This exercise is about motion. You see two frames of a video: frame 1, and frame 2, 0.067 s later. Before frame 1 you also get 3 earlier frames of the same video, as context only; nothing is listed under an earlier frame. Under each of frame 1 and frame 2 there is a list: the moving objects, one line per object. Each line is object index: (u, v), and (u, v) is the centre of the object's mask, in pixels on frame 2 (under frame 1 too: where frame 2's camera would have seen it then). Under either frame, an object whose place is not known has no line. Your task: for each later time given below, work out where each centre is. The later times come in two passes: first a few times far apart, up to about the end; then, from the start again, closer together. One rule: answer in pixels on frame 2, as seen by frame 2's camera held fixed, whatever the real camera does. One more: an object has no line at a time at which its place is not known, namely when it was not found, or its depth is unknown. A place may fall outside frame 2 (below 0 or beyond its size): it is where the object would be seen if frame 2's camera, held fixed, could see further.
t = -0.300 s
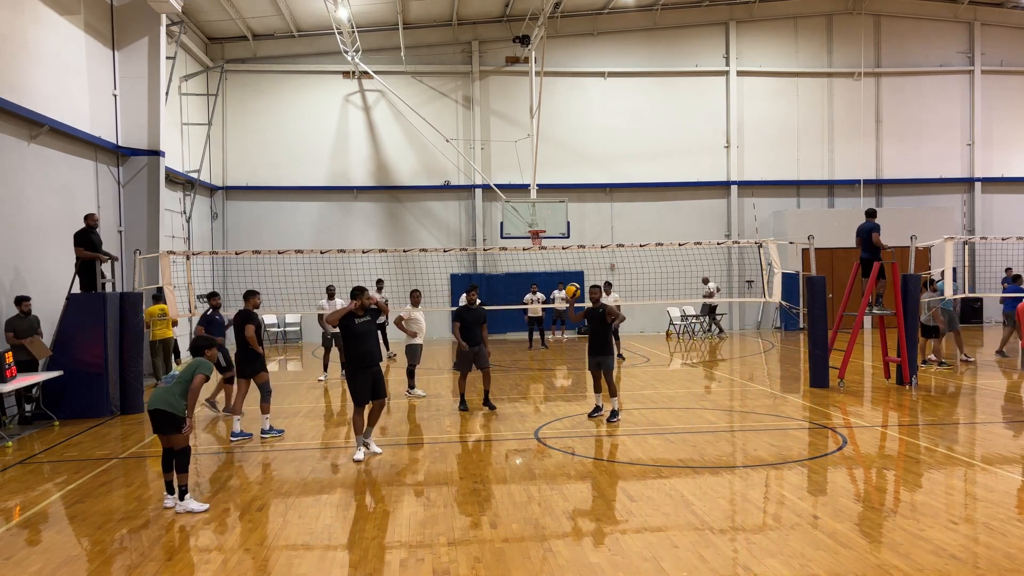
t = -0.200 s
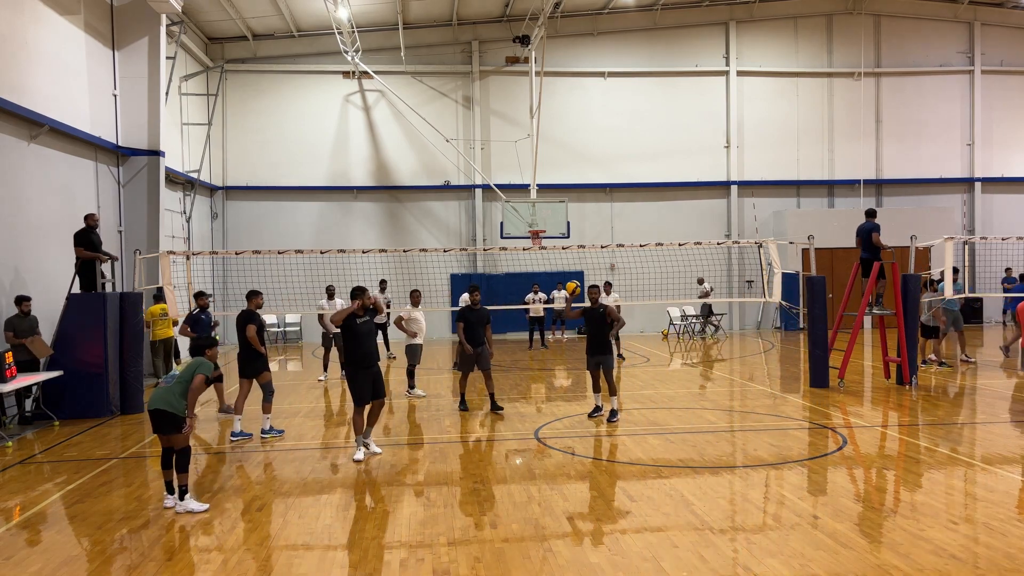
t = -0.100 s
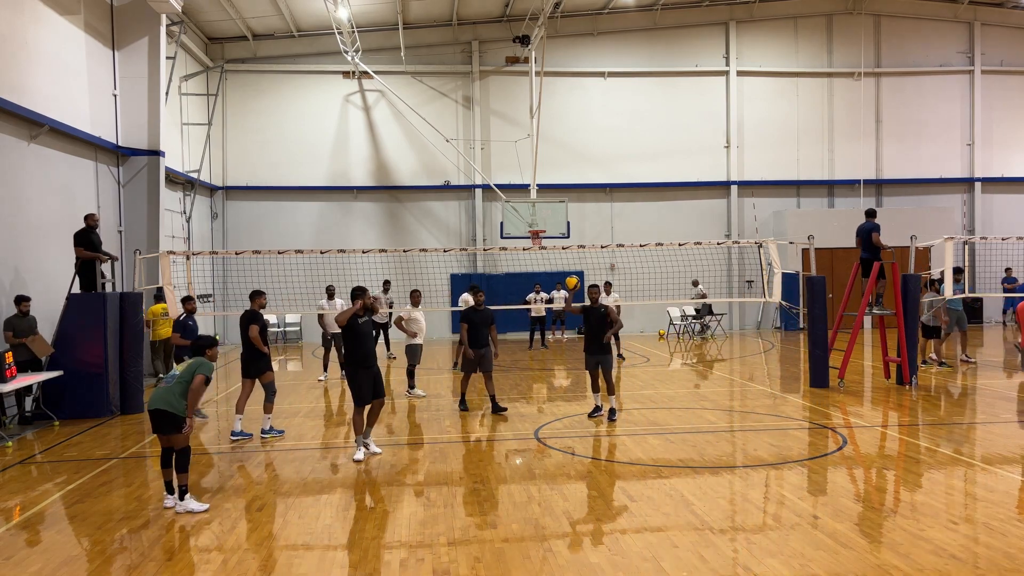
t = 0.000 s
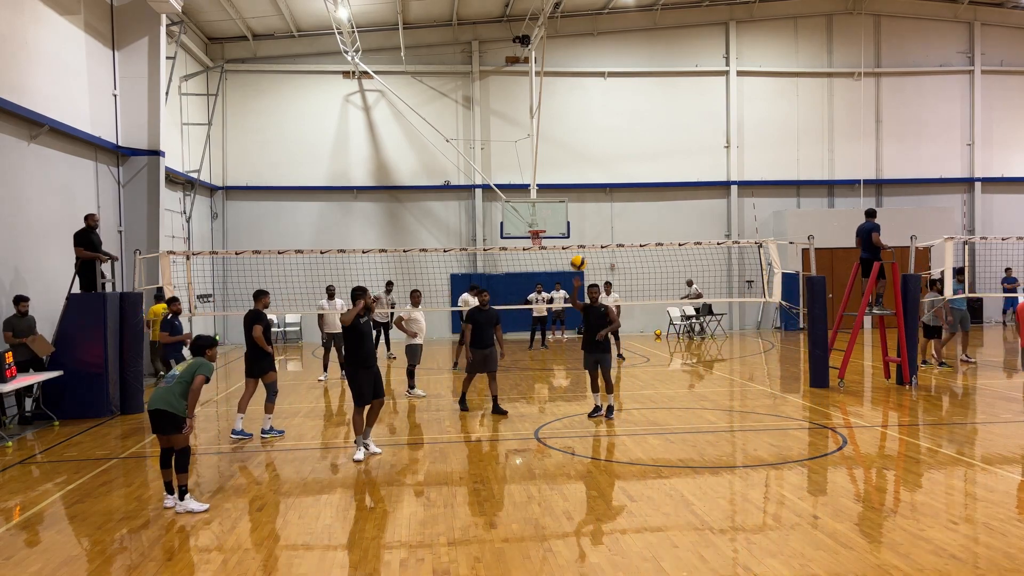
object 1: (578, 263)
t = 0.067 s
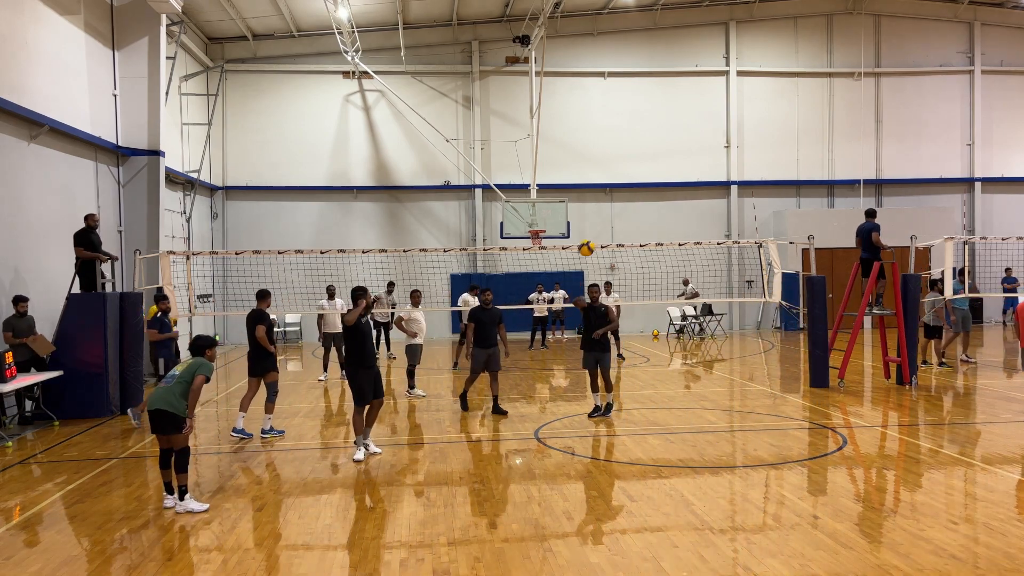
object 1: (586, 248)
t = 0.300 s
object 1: (620, 215)
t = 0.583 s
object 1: (680, 237)
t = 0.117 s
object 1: (592, 238)
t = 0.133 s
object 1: (595, 235)
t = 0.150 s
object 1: (597, 233)
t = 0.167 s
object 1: (600, 230)
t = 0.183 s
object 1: (602, 227)
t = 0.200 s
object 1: (605, 225)
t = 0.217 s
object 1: (608, 223)
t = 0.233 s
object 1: (610, 221)
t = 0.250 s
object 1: (613, 219)
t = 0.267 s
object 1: (615, 218)
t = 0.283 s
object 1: (618, 216)
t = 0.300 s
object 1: (620, 215)
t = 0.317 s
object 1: (623, 214)
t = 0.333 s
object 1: (626, 214)
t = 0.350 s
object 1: (629, 213)
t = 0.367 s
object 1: (632, 213)
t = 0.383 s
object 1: (635, 213)
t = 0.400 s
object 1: (638, 213)
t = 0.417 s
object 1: (641, 214)
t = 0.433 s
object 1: (645, 215)
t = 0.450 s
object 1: (648, 216)
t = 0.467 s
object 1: (652, 218)
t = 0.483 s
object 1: (656, 219)
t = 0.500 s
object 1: (659, 221)
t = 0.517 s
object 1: (663, 224)
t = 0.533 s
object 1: (667, 226)
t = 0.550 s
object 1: (672, 230)
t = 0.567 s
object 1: (676, 233)
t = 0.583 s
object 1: (680, 237)
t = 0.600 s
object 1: (685, 241)
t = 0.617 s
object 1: (690, 246)
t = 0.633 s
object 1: (695, 251)
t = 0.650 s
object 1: (700, 256)
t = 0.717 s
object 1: (721, 283)
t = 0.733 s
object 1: (727, 292)
